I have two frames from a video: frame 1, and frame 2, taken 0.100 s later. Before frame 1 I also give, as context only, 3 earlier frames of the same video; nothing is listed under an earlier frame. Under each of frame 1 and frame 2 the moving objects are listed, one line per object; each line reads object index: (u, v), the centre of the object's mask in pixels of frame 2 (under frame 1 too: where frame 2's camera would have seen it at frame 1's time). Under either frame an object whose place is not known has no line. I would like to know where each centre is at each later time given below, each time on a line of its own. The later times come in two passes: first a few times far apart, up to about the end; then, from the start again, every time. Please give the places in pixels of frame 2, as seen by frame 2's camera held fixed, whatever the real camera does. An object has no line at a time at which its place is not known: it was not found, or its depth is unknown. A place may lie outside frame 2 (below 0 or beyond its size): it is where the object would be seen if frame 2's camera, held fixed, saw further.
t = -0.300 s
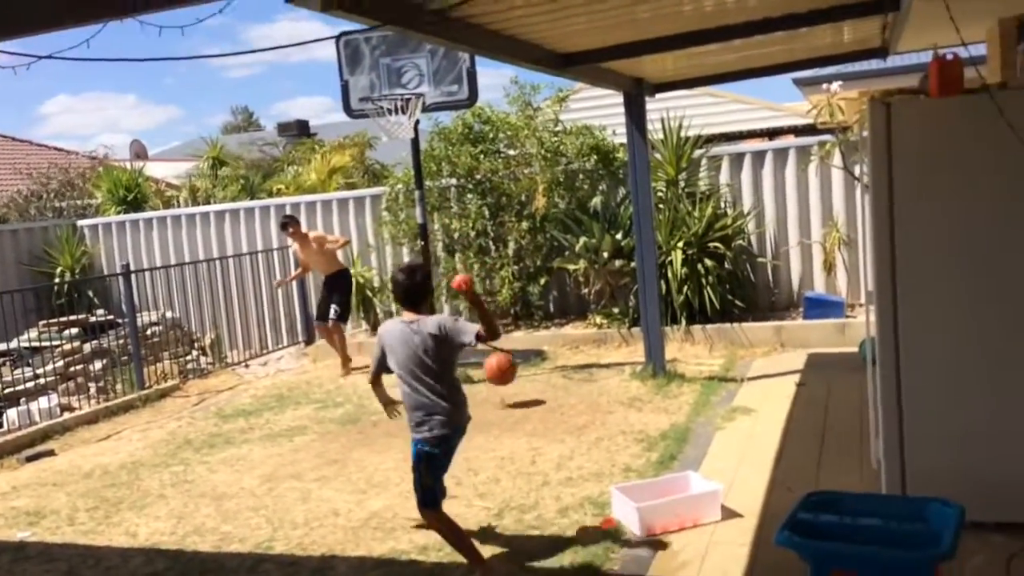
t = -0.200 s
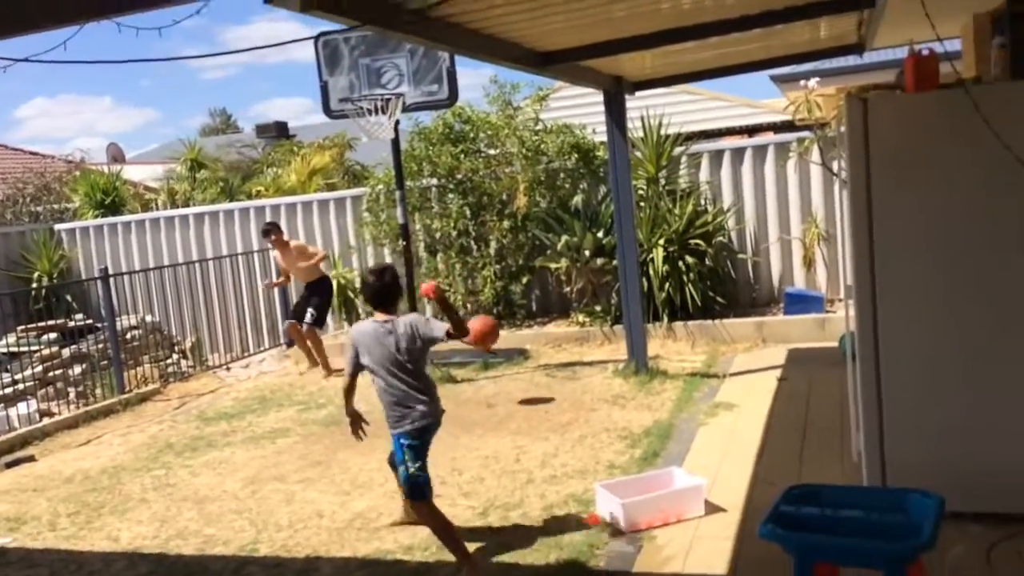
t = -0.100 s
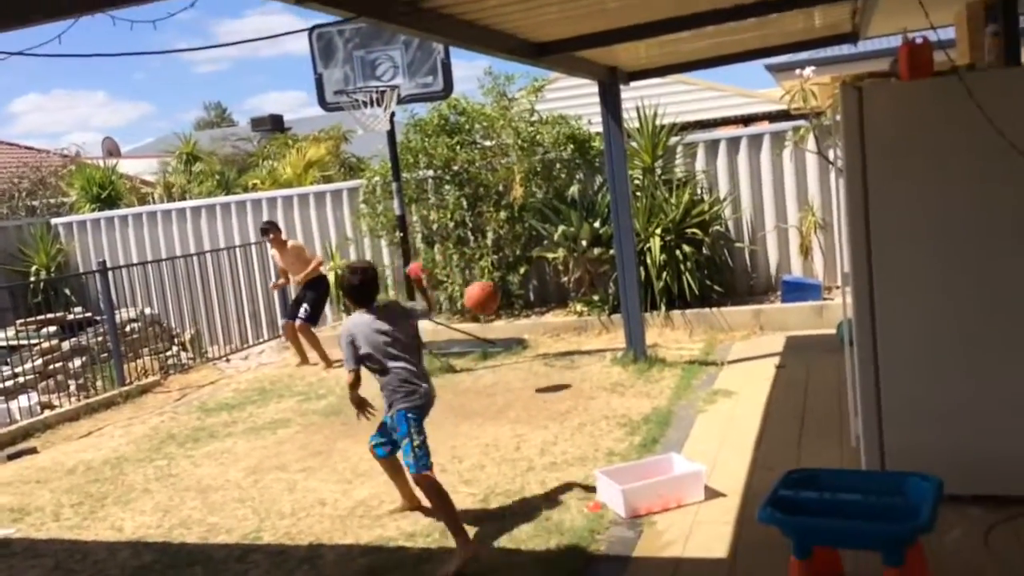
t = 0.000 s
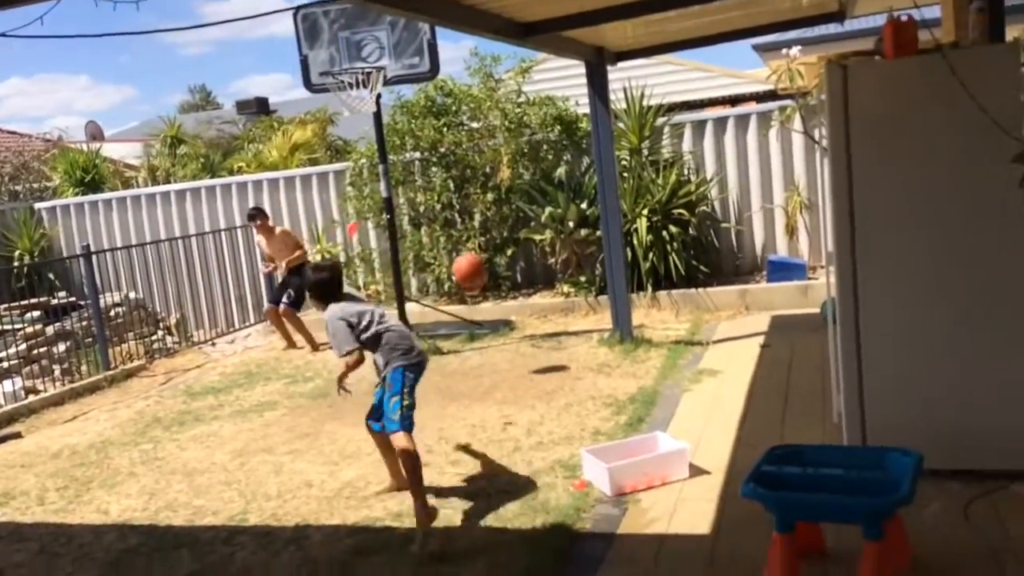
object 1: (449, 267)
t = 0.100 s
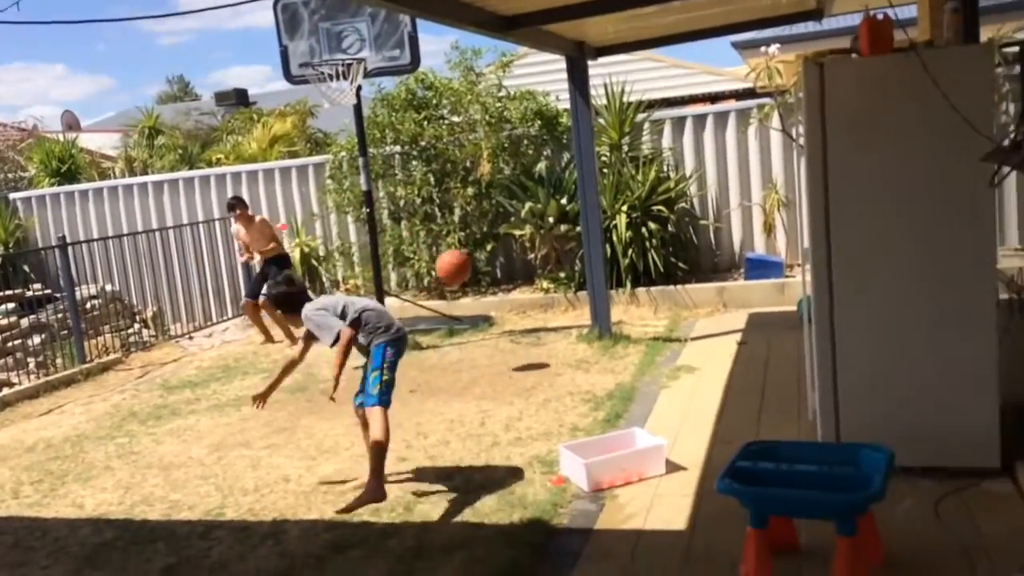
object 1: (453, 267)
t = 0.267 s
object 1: (464, 304)
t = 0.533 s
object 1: (477, 329)
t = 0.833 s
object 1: (492, 319)
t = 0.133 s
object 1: (455, 271)
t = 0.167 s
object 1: (457, 276)
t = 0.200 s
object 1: (459, 284)
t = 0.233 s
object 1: (461, 293)
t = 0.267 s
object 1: (464, 304)
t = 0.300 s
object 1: (466, 316)
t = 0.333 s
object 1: (468, 332)
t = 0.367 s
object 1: (472, 347)
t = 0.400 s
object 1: (475, 365)
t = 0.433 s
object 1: (476, 360)
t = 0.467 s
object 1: (476, 347)
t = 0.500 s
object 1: (476, 337)
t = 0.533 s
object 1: (477, 329)
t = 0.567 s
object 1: (478, 322)
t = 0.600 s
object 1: (477, 316)
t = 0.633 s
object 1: (476, 312)
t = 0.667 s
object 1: (479, 310)
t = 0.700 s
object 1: (482, 309)
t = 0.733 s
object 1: (484, 310)
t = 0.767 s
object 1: (487, 312)
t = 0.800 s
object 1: (490, 315)
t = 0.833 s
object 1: (492, 319)
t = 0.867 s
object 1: (496, 330)
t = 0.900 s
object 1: (499, 339)
